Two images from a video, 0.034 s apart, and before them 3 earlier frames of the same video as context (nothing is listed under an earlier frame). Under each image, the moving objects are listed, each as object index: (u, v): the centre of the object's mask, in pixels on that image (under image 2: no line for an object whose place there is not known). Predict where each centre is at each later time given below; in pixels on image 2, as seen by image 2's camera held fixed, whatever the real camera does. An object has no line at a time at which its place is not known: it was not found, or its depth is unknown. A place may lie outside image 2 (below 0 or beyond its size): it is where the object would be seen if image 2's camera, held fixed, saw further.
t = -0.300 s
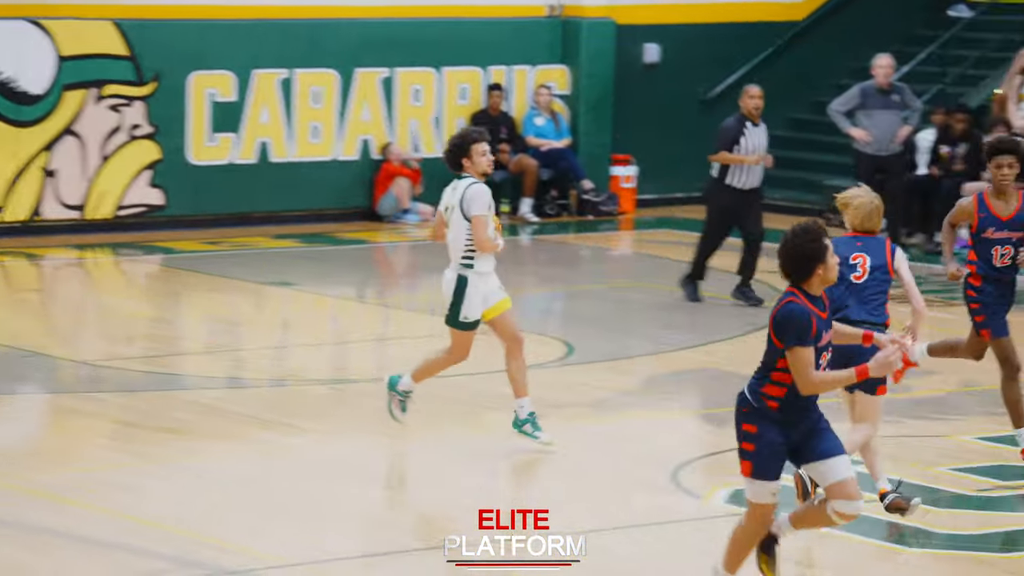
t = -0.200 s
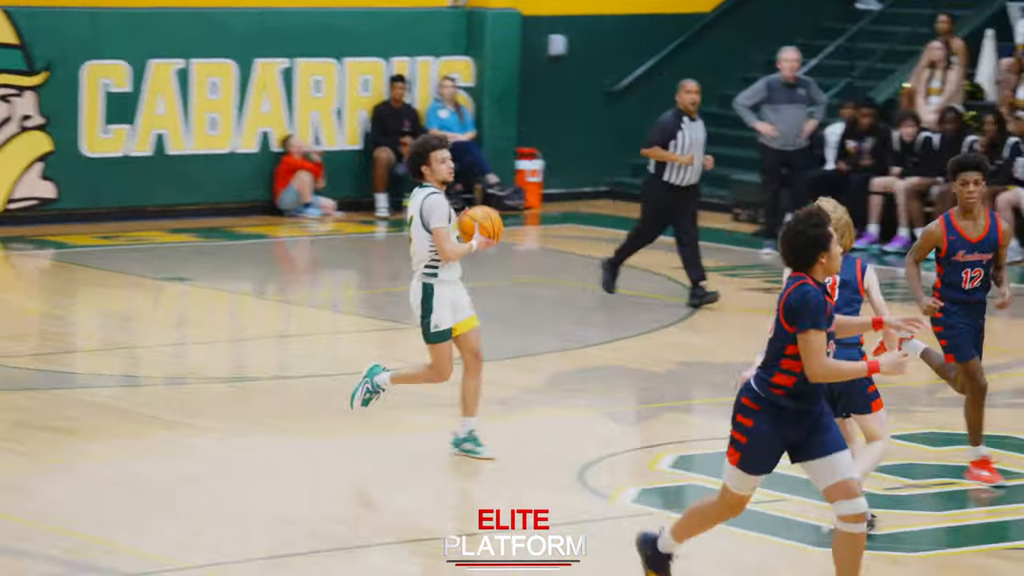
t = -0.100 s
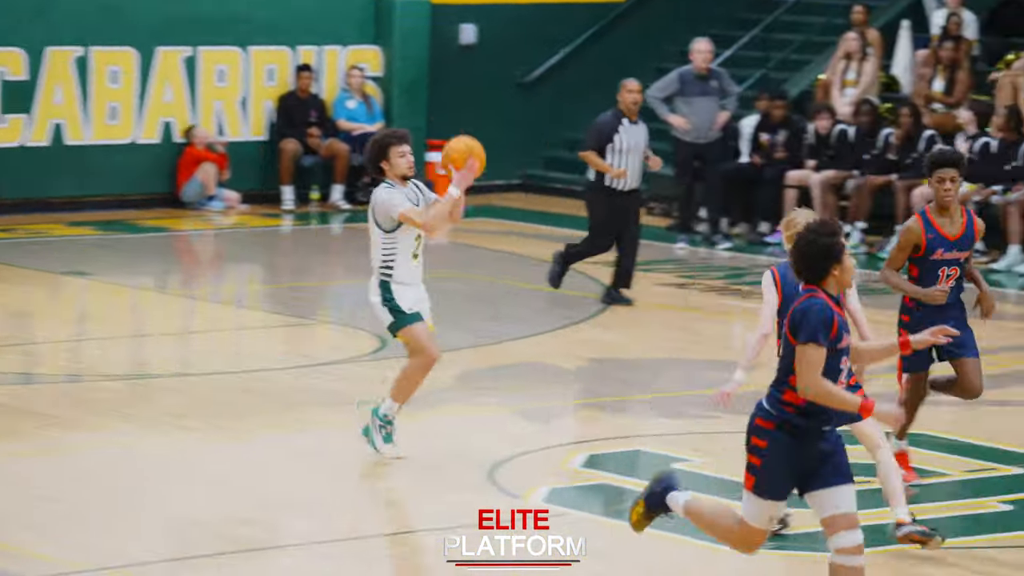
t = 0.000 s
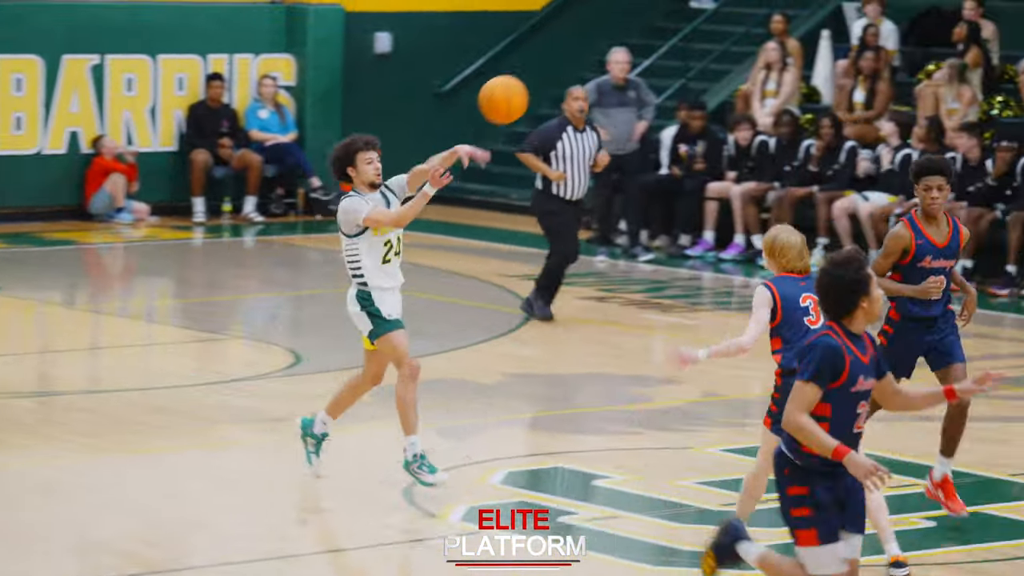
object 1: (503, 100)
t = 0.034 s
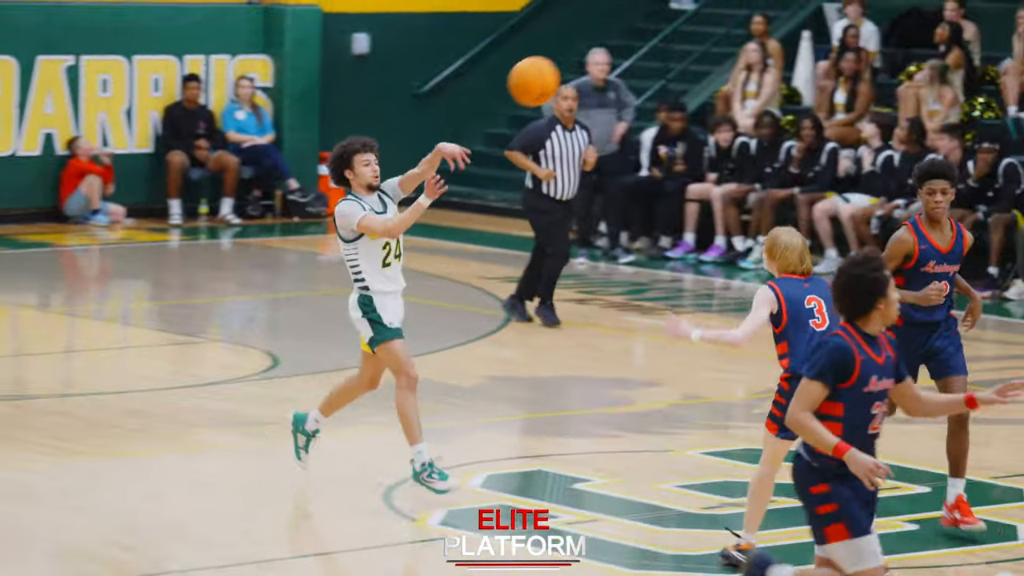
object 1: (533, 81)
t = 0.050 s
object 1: (560, 71)
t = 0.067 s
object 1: (587, 62)
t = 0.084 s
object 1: (616, 53)
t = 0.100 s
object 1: (642, 46)
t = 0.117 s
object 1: (670, 38)
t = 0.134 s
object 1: (699, 31)
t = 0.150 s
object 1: (726, 26)
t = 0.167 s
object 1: (756, 22)
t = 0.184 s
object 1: (785, 15)
